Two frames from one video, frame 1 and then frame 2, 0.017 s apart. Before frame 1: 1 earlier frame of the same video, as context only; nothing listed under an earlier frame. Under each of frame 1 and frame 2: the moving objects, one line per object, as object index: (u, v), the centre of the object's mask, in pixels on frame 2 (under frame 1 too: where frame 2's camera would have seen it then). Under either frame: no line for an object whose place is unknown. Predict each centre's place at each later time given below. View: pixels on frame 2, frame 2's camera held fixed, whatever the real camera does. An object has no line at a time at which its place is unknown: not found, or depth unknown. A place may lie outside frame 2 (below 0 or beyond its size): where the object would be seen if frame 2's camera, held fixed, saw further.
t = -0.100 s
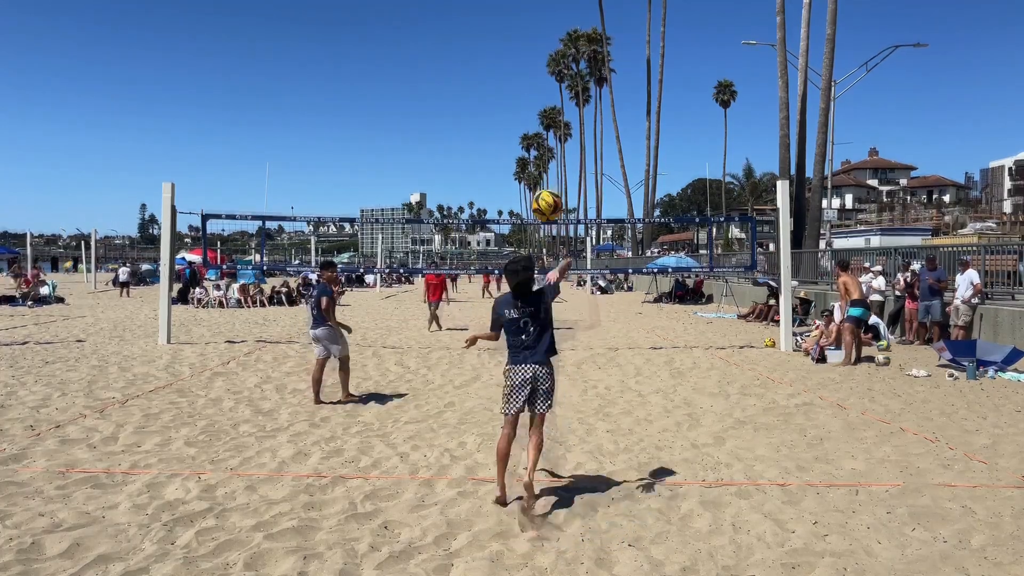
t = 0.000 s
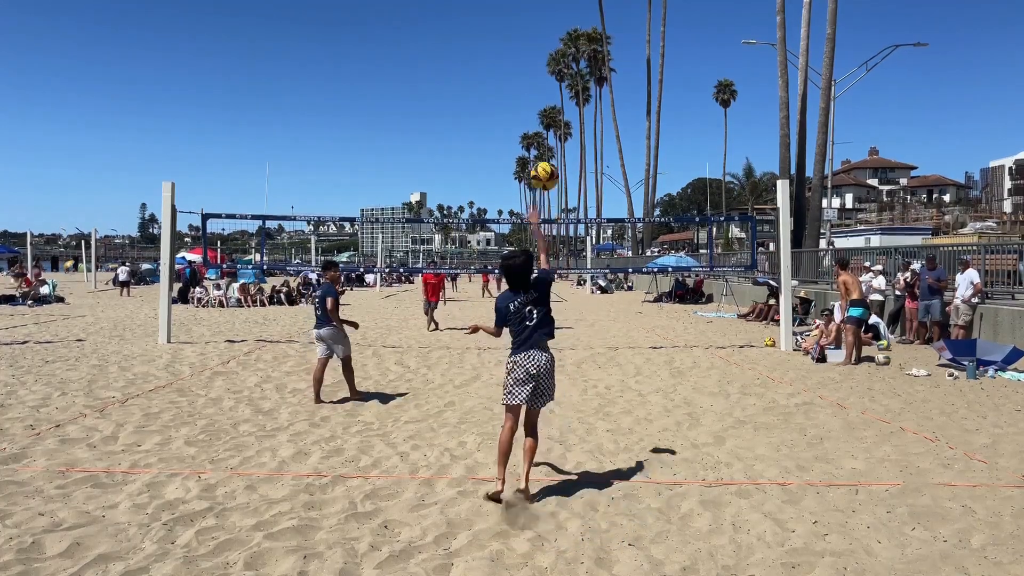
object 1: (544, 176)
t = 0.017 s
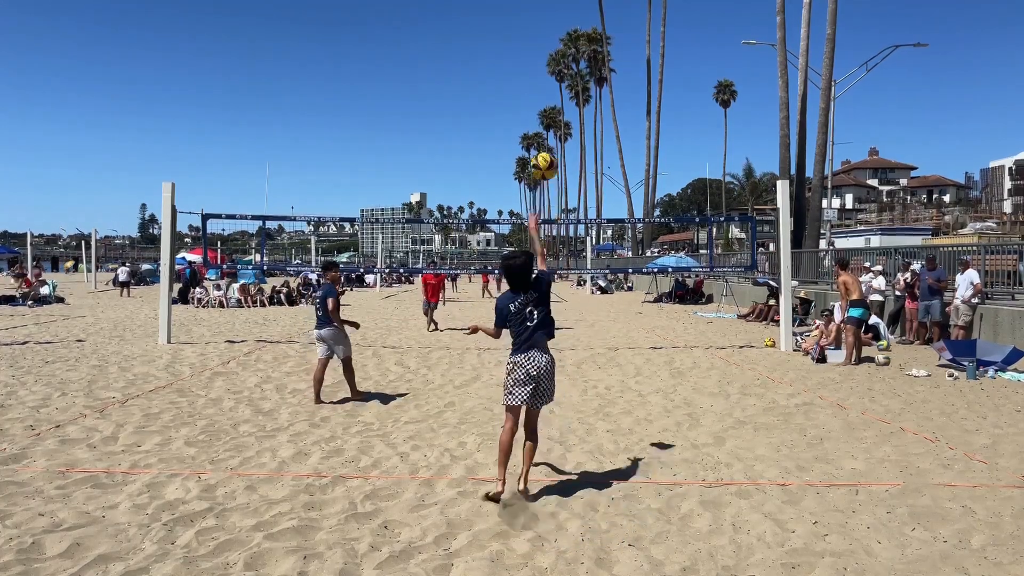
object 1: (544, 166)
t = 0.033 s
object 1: (544, 157)
